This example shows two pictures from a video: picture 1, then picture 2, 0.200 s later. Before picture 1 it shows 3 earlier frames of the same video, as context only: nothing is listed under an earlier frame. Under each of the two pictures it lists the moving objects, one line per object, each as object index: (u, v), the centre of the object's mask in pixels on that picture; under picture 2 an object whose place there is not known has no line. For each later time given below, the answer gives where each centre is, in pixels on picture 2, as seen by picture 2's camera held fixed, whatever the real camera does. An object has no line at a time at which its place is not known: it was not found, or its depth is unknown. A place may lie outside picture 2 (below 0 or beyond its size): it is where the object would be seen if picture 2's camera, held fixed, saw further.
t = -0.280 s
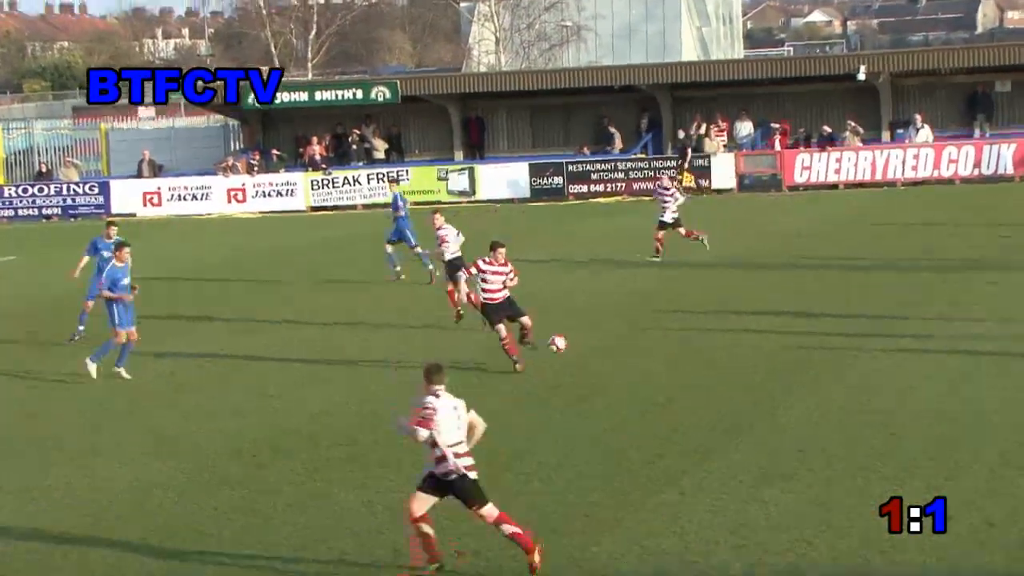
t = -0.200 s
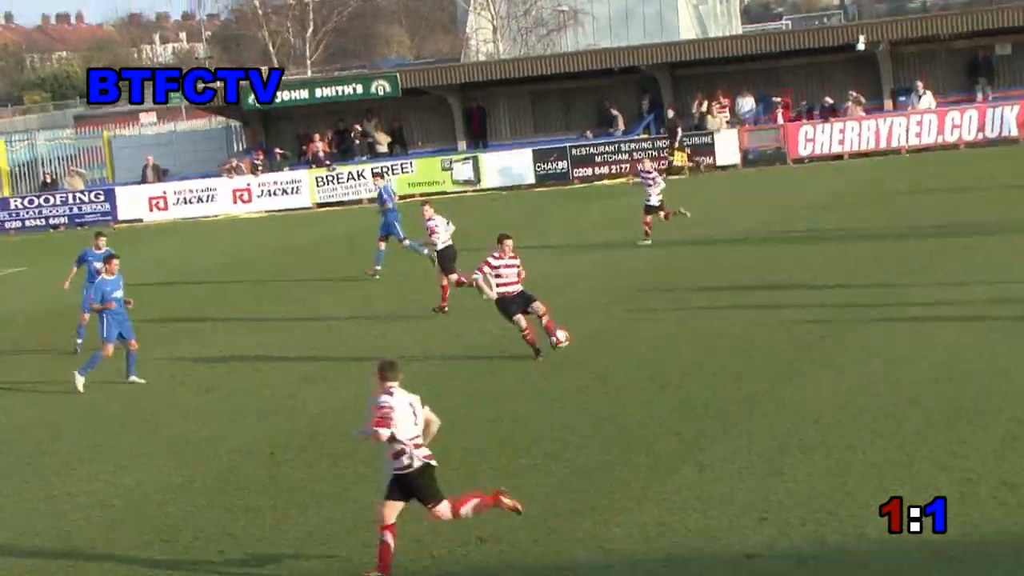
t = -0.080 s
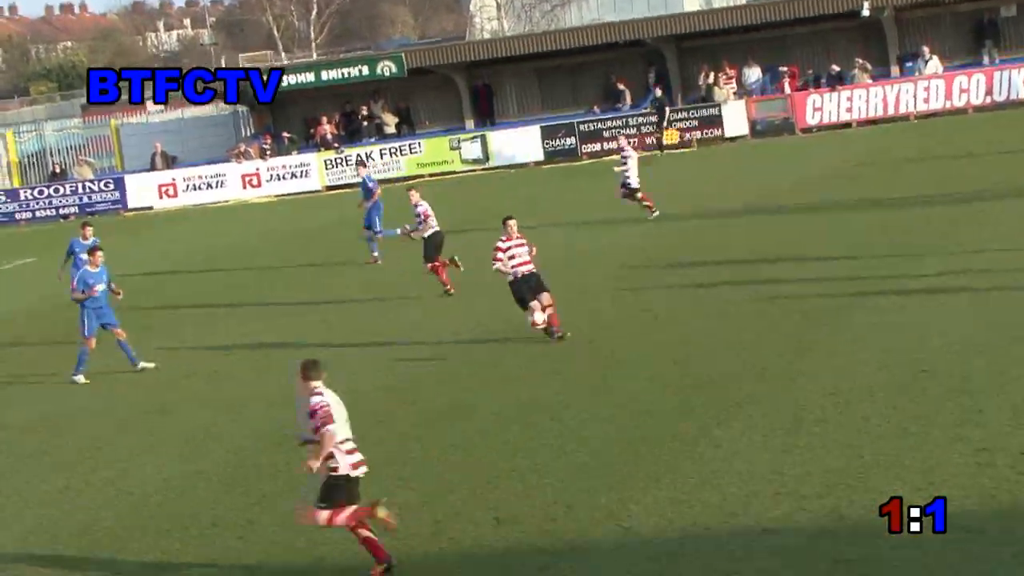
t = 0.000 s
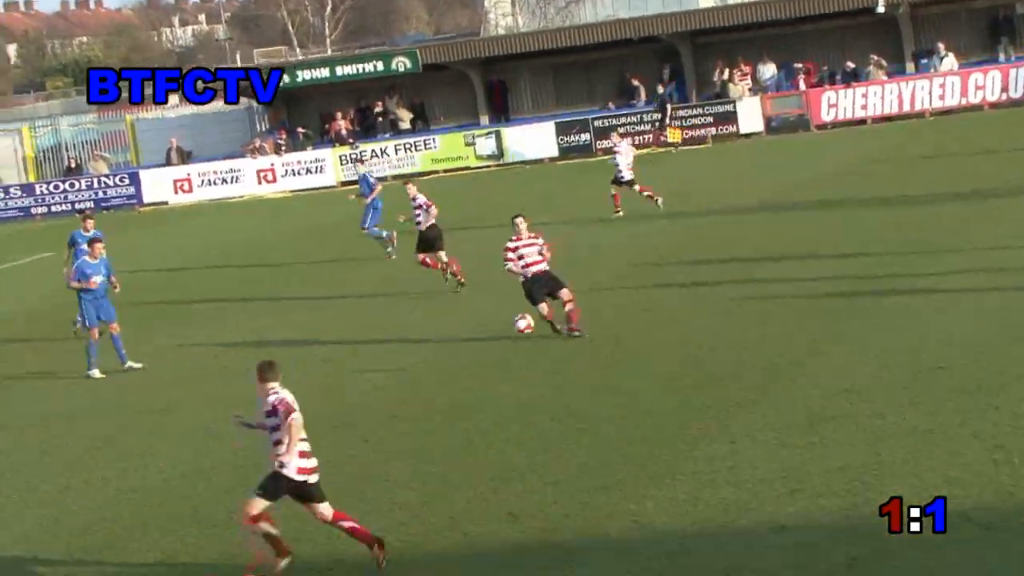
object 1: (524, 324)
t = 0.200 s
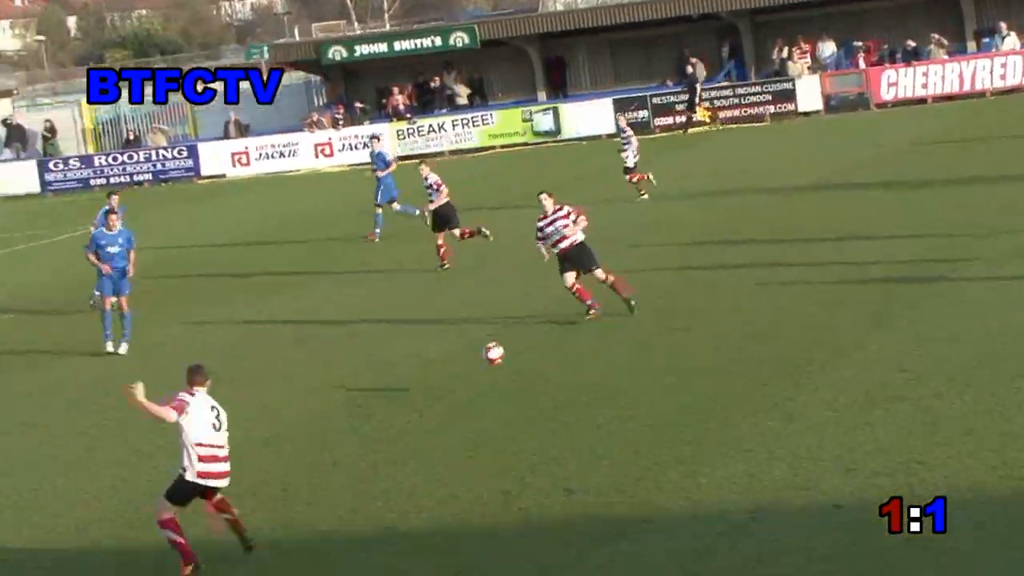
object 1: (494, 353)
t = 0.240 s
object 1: (474, 370)
